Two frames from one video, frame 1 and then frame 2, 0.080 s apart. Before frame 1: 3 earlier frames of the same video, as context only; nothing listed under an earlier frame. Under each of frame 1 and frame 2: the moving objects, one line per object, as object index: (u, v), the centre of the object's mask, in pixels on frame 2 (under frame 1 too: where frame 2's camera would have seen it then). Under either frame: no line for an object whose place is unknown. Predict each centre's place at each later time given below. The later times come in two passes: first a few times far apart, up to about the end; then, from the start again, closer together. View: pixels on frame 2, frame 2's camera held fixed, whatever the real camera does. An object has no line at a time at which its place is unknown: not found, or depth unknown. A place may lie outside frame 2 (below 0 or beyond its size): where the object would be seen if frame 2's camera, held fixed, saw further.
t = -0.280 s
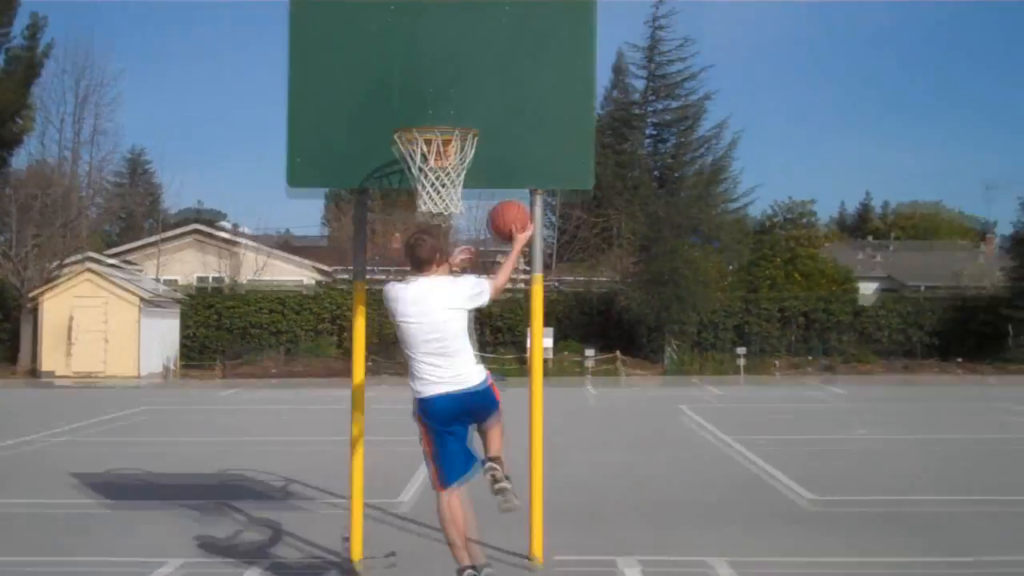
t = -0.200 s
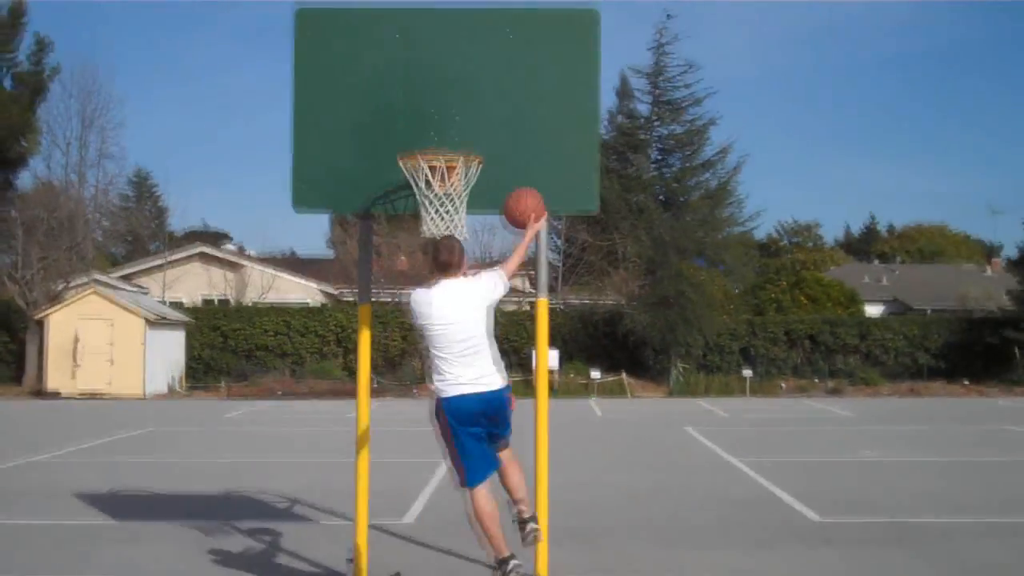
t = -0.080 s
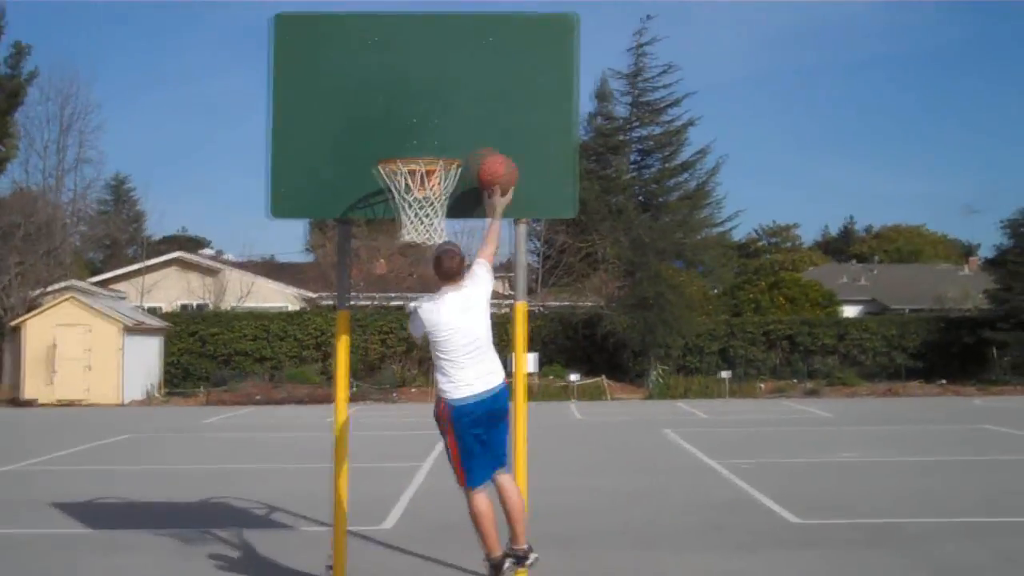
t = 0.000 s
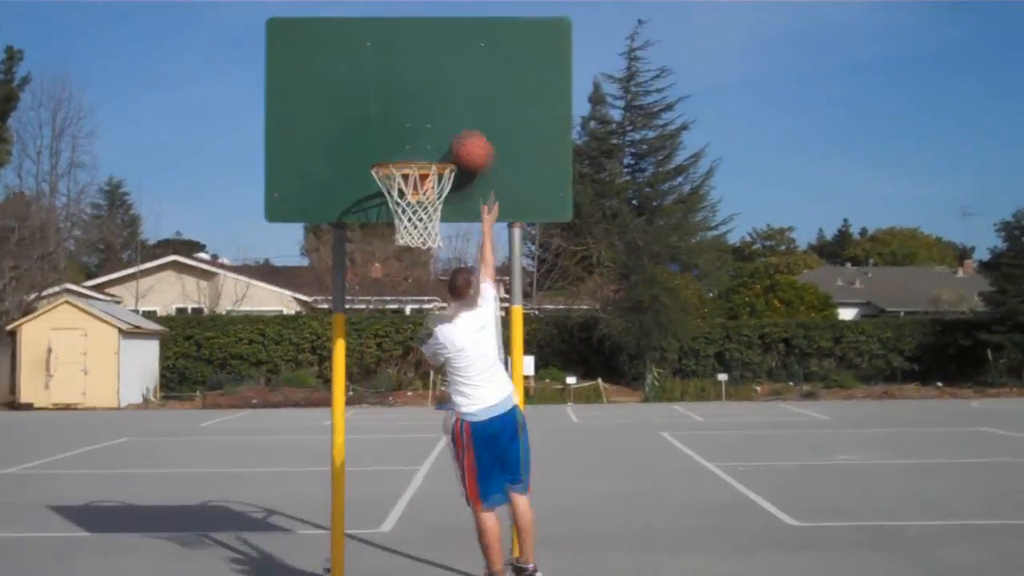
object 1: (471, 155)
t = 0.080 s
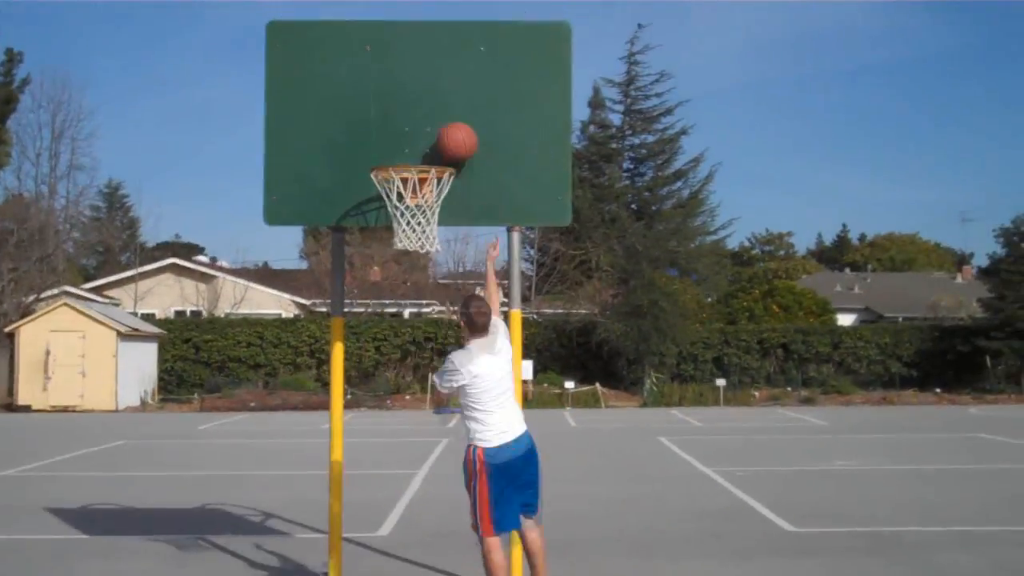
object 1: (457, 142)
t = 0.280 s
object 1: (426, 155)
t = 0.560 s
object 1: (405, 237)
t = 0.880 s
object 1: (419, 399)
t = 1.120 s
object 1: (427, 622)
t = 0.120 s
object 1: (451, 139)
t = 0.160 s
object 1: (443, 140)
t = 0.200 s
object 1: (437, 143)
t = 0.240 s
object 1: (431, 148)
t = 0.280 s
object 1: (426, 155)
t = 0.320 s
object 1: (419, 159)
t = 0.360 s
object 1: (411, 157)
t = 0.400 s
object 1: (397, 193)
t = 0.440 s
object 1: (401, 202)
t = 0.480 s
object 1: (399, 203)
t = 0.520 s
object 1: (404, 232)
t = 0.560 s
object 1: (405, 237)
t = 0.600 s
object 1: (405, 241)
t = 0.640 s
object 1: (406, 254)
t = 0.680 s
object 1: (408, 270)
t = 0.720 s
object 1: (411, 288)
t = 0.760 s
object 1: (417, 315)
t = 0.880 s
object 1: (419, 399)
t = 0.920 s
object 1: (420, 430)
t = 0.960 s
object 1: (422, 460)
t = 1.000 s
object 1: (423, 526)
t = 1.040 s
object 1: (425, 562)
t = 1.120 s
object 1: (427, 622)
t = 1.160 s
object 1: (434, 559)
